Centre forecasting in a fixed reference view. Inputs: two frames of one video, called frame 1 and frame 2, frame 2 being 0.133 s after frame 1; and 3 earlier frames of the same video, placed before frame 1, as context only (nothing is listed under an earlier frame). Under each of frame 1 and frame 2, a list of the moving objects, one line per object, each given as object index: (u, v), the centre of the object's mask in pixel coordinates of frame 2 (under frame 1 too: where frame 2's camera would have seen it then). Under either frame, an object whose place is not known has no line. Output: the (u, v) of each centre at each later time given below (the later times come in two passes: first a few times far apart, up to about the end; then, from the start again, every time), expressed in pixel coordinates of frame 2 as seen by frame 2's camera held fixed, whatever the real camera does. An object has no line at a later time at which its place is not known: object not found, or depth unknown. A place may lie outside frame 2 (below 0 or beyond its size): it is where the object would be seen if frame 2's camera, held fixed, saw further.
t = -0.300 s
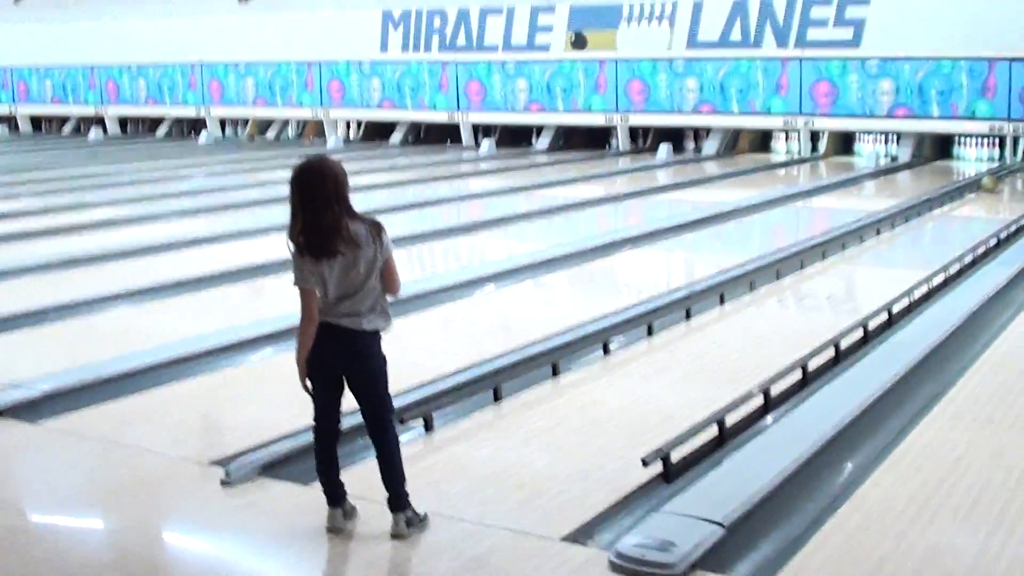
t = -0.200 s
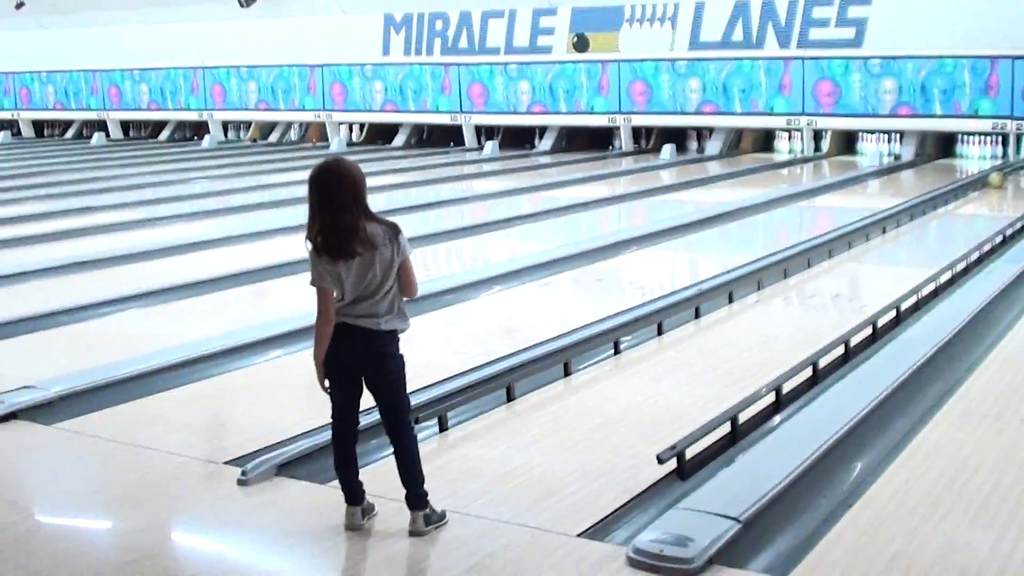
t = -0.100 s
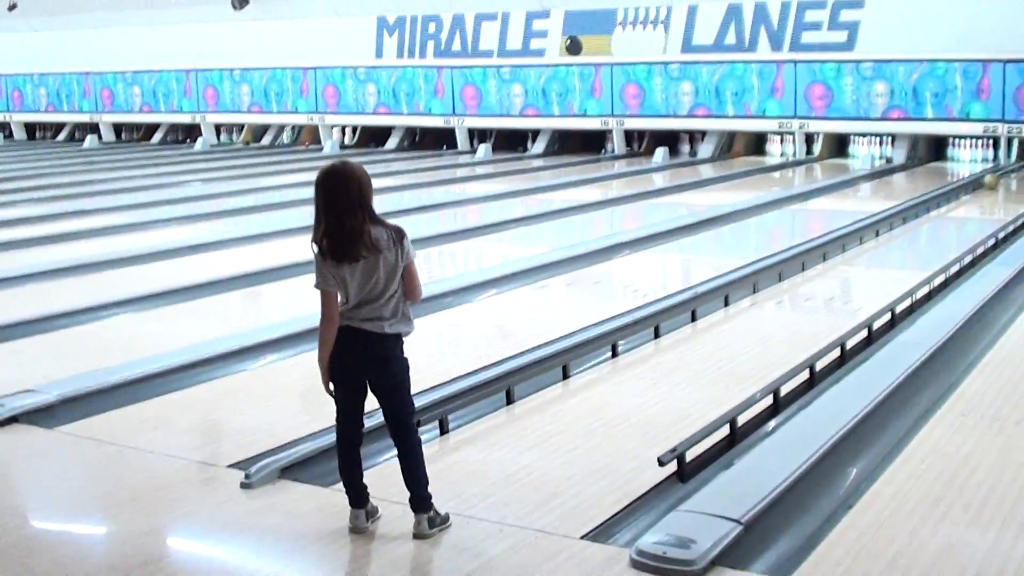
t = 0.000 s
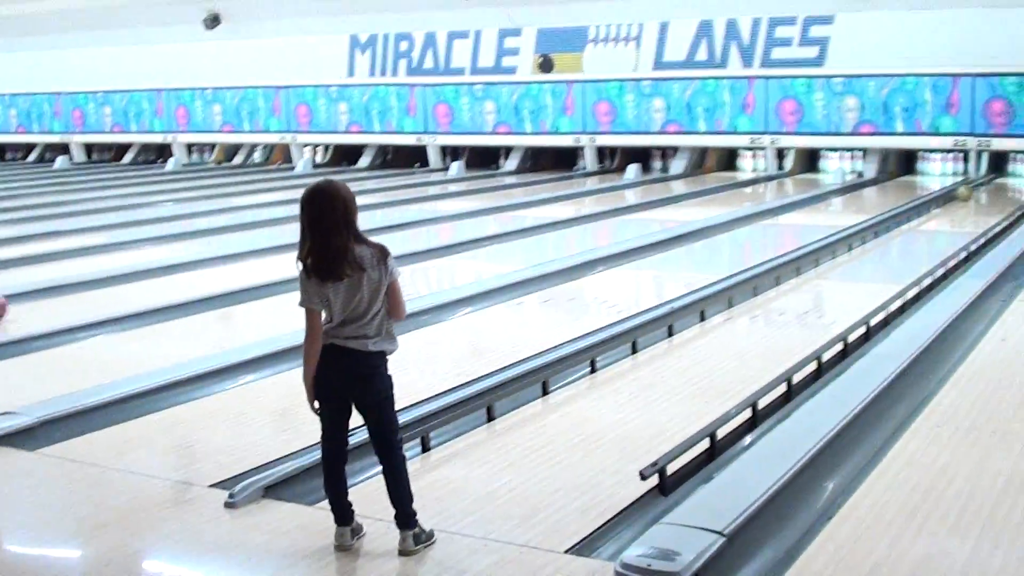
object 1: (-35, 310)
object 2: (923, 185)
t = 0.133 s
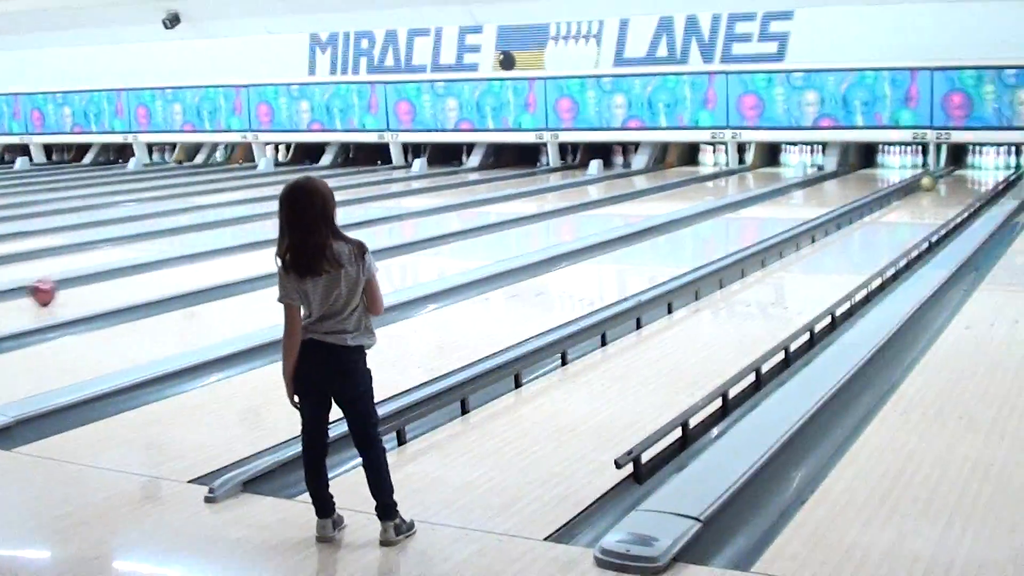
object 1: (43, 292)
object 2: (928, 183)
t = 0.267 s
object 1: (119, 276)
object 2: (931, 182)
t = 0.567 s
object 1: (252, 250)
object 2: (938, 178)
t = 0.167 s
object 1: (63, 287)
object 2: (928, 182)
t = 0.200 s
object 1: (82, 284)
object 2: (929, 182)
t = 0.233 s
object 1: (101, 280)
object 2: (930, 182)
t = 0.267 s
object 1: (119, 276)
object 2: (931, 182)
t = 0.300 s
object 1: (136, 272)
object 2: (932, 181)
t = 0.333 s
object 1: (152, 269)
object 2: (933, 181)
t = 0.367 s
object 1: (168, 266)
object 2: (933, 180)
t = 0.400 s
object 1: (183, 263)
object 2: (934, 180)
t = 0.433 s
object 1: (198, 260)
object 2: (935, 180)
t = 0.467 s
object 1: (212, 258)
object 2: (935, 179)
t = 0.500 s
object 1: (226, 255)
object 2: (937, 178)
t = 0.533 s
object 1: (239, 252)
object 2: (938, 178)
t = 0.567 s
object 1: (252, 250)
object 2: (938, 178)
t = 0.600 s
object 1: (265, 247)
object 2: (940, 177)
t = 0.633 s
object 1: (277, 245)
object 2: (939, 177)
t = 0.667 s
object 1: (289, 243)
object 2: (940, 176)
